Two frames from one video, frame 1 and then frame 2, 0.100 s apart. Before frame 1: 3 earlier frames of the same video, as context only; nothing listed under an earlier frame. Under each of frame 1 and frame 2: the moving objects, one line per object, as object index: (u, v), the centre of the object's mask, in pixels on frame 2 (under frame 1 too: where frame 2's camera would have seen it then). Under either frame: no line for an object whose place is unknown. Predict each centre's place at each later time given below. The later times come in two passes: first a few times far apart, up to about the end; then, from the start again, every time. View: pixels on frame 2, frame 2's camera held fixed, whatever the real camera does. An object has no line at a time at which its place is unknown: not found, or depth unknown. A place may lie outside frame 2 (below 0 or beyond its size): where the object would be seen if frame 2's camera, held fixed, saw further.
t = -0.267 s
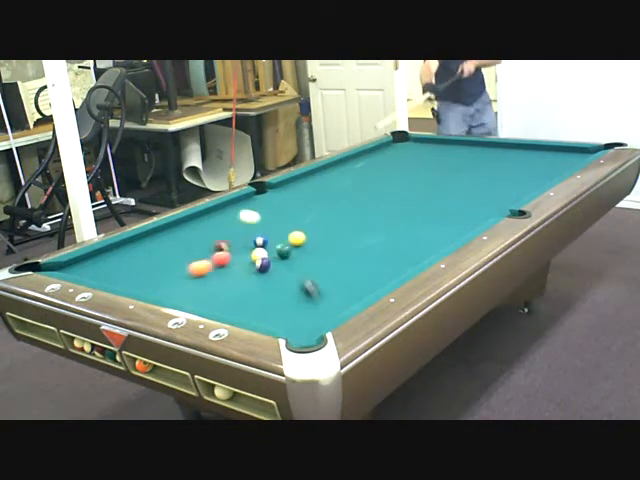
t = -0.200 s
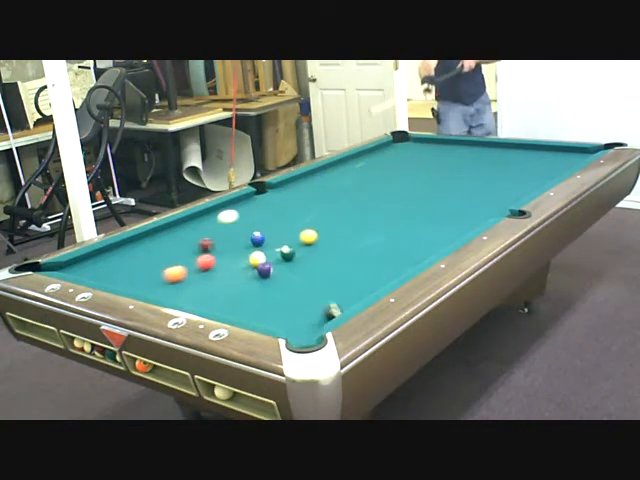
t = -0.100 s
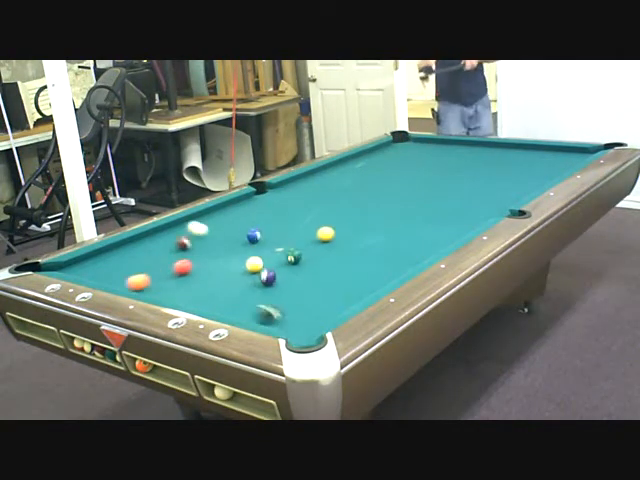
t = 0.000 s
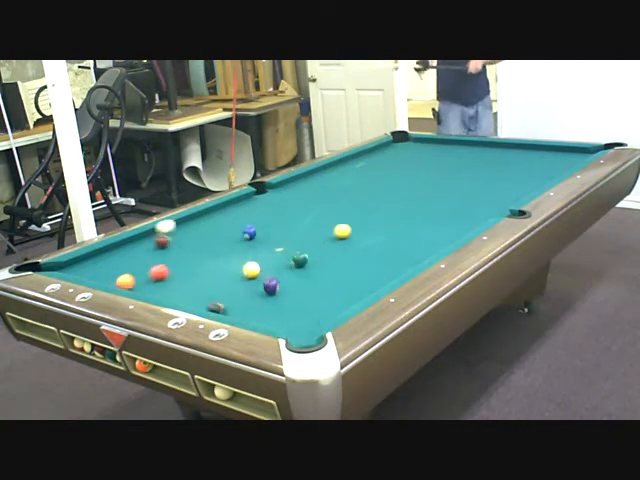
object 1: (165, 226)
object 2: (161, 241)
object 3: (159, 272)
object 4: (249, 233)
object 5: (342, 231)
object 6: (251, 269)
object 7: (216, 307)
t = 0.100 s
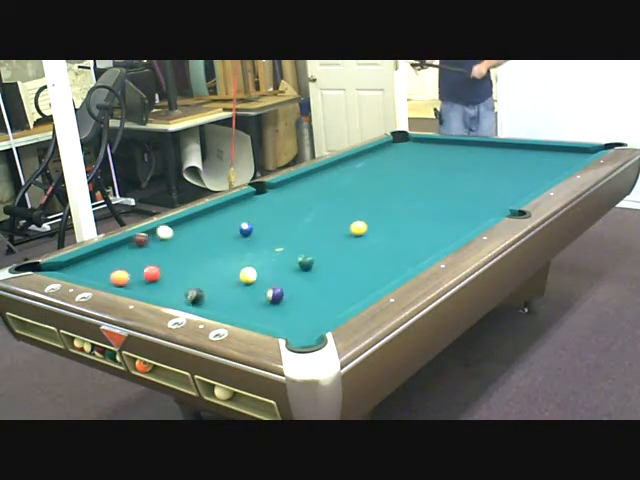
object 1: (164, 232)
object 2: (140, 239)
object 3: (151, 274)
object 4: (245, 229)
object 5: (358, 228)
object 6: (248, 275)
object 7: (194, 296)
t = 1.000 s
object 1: (236, 283)
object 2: (222, 260)
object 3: (151, 252)
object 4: (218, 207)
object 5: (488, 206)
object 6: (249, 308)
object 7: (114, 266)
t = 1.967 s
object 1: (308, 299)
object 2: (331, 283)
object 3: (266, 266)
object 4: (266, 205)
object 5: (508, 186)
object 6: (317, 313)
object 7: (181, 238)
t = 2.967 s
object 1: (317, 300)
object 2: (388, 271)
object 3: (370, 283)
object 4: (300, 203)
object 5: (498, 173)
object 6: (255, 315)
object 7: (273, 225)
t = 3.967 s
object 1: (317, 300)
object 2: (420, 252)
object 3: (345, 288)
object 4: (317, 202)
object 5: (490, 166)
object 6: (255, 305)
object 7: (344, 216)
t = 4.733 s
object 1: (317, 300)
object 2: (434, 245)
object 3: (337, 288)
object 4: (319, 202)
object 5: (485, 163)
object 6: (254, 304)
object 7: (383, 210)
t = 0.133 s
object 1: (168, 234)
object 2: (134, 240)
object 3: (154, 273)
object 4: (244, 228)
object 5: (363, 227)
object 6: (247, 277)
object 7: (188, 291)
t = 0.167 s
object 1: (172, 236)
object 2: (135, 240)
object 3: (155, 273)
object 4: (243, 228)
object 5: (369, 226)
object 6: (246, 278)
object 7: (181, 287)
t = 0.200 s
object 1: (175, 237)
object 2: (137, 240)
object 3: (155, 272)
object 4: (242, 227)
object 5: (374, 225)
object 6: (245, 281)
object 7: (175, 282)
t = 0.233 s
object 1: (178, 240)
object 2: (141, 241)
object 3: (156, 272)
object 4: (241, 226)
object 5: (379, 224)
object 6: (244, 283)
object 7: (169, 279)
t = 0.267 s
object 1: (180, 242)
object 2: (144, 242)
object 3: (154, 271)
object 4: (240, 224)
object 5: (384, 224)
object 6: (242, 284)
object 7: (166, 276)
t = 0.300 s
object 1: (181, 245)
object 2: (148, 243)
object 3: (150, 268)
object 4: (239, 223)
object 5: (389, 223)
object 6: (241, 286)
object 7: (166, 275)
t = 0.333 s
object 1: (182, 248)
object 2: (151, 244)
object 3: (144, 266)
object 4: (237, 223)
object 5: (395, 222)
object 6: (240, 288)
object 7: (167, 275)
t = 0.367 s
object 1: (182, 251)
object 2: (155, 244)
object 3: (139, 263)
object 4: (236, 222)
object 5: (400, 221)
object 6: (239, 290)
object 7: (166, 273)
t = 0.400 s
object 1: (181, 255)
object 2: (158, 245)
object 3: (135, 261)
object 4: (235, 221)
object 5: (405, 220)
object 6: (238, 292)
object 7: (166, 272)
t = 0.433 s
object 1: (179, 259)
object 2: (161, 246)
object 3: (132, 259)
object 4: (234, 220)
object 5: (410, 219)
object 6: (237, 294)
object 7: (166, 271)
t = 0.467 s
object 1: (177, 263)
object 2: (165, 247)
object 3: (128, 257)
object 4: (232, 219)
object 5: (415, 218)
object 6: (236, 296)
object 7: (164, 271)
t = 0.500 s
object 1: (181, 264)
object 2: (168, 247)
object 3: (124, 255)
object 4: (232, 218)
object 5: (419, 217)
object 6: (235, 298)
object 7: (157, 273)
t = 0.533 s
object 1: (187, 264)
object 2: (172, 248)
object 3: (120, 253)
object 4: (230, 217)
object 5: (424, 217)
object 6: (234, 300)
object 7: (147, 276)
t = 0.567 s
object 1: (191, 265)
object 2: (175, 249)
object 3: (117, 251)
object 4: (230, 217)
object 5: (429, 216)
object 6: (232, 302)
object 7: (141, 278)
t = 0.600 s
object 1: (195, 266)
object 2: (179, 250)
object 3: (113, 250)
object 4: (229, 216)
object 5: (434, 215)
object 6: (232, 304)
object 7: (132, 280)
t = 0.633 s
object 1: (198, 267)
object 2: (182, 251)
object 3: (110, 248)
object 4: (228, 215)
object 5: (439, 214)
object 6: (230, 306)
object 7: (125, 282)
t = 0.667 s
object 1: (202, 269)
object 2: (186, 252)
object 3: (112, 247)
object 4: (227, 214)
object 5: (443, 213)
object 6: (229, 308)
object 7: (119, 283)
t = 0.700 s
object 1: (205, 270)
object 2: (190, 253)
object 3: (116, 248)
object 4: (226, 214)
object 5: (448, 213)
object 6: (228, 309)
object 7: (114, 282)
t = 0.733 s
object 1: (208, 271)
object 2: (193, 254)
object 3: (120, 249)
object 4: (225, 213)
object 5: (452, 212)
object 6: (227, 310)
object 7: (114, 281)
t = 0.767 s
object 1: (212, 273)
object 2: (196, 254)
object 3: (124, 249)
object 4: (224, 213)
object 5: (457, 211)
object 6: (228, 311)
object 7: (115, 279)
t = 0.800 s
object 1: (215, 274)
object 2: (199, 255)
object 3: (128, 250)
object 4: (223, 212)
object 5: (461, 210)
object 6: (231, 311)
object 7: (114, 278)
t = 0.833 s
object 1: (219, 276)
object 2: (203, 256)
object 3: (132, 250)
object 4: (222, 211)
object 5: (466, 209)
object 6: (234, 310)
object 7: (114, 276)
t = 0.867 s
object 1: (222, 277)
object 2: (207, 257)
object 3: (136, 250)
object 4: (221, 210)
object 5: (471, 209)
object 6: (238, 310)
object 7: (114, 273)
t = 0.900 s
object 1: (225, 279)
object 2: (211, 258)
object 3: (140, 251)
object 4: (221, 209)
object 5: (475, 208)
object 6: (240, 310)
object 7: (114, 271)
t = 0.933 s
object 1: (229, 280)
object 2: (214, 258)
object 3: (143, 251)
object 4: (220, 208)
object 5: (480, 207)
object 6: (243, 309)
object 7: (114, 270)
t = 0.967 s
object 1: (233, 282)
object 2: (218, 259)
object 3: (148, 252)
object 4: (219, 208)
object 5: (484, 206)
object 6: (246, 309)
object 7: (114, 267)
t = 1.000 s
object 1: (236, 283)
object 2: (222, 260)
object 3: (151, 252)
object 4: (218, 207)
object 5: (488, 206)
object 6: (249, 308)
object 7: (114, 266)
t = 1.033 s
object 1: (240, 285)
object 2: (225, 261)
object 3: (155, 253)
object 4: (220, 207)
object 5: (492, 205)
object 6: (252, 307)
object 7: (114, 264)
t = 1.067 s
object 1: (243, 286)
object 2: (229, 262)
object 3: (159, 253)
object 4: (222, 207)
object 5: (497, 204)
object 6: (255, 306)
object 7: (114, 261)
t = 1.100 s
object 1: (247, 287)
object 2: (232, 263)
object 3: (163, 254)
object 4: (223, 207)
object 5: (500, 203)
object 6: (258, 306)
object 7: (114, 260)
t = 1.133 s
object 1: (250, 289)
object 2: (236, 263)
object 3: (167, 254)
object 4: (225, 206)
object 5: (504, 202)
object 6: (261, 305)
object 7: (114, 259)
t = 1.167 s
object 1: (254, 290)
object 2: (240, 265)
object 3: (171, 255)
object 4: (226, 206)
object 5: (509, 201)
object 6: (264, 304)
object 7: (114, 256)
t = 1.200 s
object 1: (257, 291)
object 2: (243, 266)
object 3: (175, 255)
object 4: (228, 206)
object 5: (512, 200)
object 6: (267, 304)
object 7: (114, 255)
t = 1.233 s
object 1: (261, 292)
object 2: (247, 267)
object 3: (179, 256)
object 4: (231, 206)
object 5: (515, 199)
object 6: (270, 304)
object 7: (114, 253)
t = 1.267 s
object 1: (264, 294)
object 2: (251, 267)
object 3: (183, 256)
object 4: (233, 206)
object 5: (515, 198)
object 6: (273, 303)
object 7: (114, 251)
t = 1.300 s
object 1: (267, 294)
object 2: (255, 268)
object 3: (187, 257)
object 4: (234, 206)
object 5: (515, 198)
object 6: (277, 305)
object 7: (115, 249)
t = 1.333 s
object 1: (269, 295)
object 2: (258, 269)
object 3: (191, 257)
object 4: (236, 206)
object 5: (515, 198)
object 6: (280, 305)
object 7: (114, 248)
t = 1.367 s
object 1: (272, 295)
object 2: (262, 270)
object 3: (195, 258)
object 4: (237, 206)
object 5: (515, 197)
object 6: (283, 305)
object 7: (114, 247)
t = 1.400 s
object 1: (275, 295)
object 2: (265, 271)
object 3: (199, 258)
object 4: (239, 206)
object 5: (514, 196)
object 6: (287, 306)
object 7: (117, 246)
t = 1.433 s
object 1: (277, 295)
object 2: (269, 271)
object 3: (203, 259)
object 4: (241, 206)
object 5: (514, 196)
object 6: (291, 307)
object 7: (121, 246)
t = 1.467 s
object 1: (280, 296)
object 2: (273, 273)
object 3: (207, 259)
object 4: (242, 206)
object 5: (514, 195)
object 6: (295, 308)
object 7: (124, 245)
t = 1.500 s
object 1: (283, 296)
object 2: (277, 274)
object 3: (211, 260)
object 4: (244, 206)
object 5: (513, 195)
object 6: (299, 309)
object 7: (128, 244)
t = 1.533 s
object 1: (285, 296)
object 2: (281, 274)
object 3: (215, 260)
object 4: (246, 206)
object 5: (513, 194)
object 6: (303, 309)
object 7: (132, 243)
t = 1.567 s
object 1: (288, 296)
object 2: (284, 275)
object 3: (218, 260)
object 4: (248, 205)
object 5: (513, 193)
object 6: (306, 310)
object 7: (136, 243)
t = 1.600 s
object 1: (290, 296)
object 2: (288, 276)
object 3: (222, 261)
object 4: (249, 206)
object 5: (512, 193)
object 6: (310, 311)
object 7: (139, 243)
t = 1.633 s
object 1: (292, 297)
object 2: (292, 277)
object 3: (226, 262)
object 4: (251, 206)
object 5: (512, 192)
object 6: (314, 312)
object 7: (144, 242)
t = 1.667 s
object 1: (294, 297)
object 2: (296, 278)
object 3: (231, 262)
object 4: (253, 206)
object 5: (511, 191)
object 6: (318, 313)
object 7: (148, 242)
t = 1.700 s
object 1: (297, 297)
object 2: (300, 279)
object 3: (234, 262)
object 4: (254, 206)
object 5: (511, 191)
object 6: (322, 313)
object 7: (152, 241)
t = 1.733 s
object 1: (299, 297)
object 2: (303, 280)
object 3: (238, 263)
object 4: (256, 206)
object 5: (511, 190)
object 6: (325, 314)
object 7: (155, 240)
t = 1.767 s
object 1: (301, 297)
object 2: (307, 280)
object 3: (242, 264)
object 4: (257, 206)
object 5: (511, 189)
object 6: (329, 314)
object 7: (159, 239)
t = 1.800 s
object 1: (303, 297)
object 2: (311, 282)
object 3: (247, 264)
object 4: (258, 205)
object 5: (510, 189)
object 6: (329, 314)
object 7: (162, 239)
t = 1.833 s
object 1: (305, 297)
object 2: (314, 281)
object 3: (250, 265)
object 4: (260, 205)
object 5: (510, 188)
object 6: (327, 314)
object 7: (167, 238)
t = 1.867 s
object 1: (307, 297)
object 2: (319, 280)
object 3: (254, 265)
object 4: (261, 205)
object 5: (510, 188)
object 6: (324, 314)
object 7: (171, 238)
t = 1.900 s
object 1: (308, 298)
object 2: (324, 281)
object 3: (258, 265)
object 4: (263, 205)
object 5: (509, 187)
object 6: (322, 314)
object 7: (174, 238)
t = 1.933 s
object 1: (308, 298)
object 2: (328, 282)
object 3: (263, 266)
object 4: (265, 205)
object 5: (509, 187)
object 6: (319, 313)
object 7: (177, 238)
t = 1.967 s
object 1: (308, 299)
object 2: (331, 283)
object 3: (266, 266)
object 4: (266, 205)
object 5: (508, 186)
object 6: (317, 313)
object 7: (181, 238)
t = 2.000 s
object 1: (308, 299)
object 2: (335, 283)
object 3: (270, 266)
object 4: (268, 205)
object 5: (508, 185)
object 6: (315, 313)
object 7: (185, 237)
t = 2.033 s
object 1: (308, 300)
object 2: (338, 284)
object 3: (274, 267)
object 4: (269, 204)
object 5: (508, 185)
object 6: (312, 312)
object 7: (188, 237)
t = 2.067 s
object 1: (309, 299)
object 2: (341, 284)
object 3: (278, 268)
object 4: (271, 205)
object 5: (507, 184)
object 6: (309, 312)
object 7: (191, 236)
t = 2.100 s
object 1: (310, 300)
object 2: (345, 283)
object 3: (282, 268)
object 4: (272, 205)
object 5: (507, 184)
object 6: (306, 312)
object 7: (194, 235)
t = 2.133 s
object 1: (311, 301)
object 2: (349, 283)
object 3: (286, 269)
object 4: (273, 205)
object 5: (507, 183)
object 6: (303, 312)
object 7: (198, 234)
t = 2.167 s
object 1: (312, 301)
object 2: (353, 283)
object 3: (290, 269)
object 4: (274, 205)
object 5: (506, 183)
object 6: (300, 313)
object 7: (202, 234)
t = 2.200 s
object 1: (312, 301)
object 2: (357, 283)
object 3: (294, 270)
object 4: (275, 205)
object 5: (506, 182)
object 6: (297, 313)
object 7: (205, 234)
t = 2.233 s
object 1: (312, 302)
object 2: (361, 283)
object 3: (298, 270)
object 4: (277, 205)
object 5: (505, 182)
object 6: (294, 313)
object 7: (208, 234)
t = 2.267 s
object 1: (313, 302)
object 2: (364, 283)
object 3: (302, 271)
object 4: (278, 205)
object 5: (505, 182)
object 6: (292, 314)
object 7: (212, 234)
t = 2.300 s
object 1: (313, 302)
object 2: (367, 282)
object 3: (306, 271)
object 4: (279, 204)
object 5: (505, 181)
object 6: (289, 314)
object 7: (214, 233)
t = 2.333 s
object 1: (314, 301)
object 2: (371, 282)
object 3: (310, 271)
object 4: (280, 204)
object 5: (504, 181)
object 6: (286, 315)
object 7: (218, 232)
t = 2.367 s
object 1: (314, 301)
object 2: (374, 282)
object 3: (314, 272)
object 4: (281, 204)
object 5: (504, 180)
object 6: (283, 316)
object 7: (221, 232)
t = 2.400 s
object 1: (314, 301)
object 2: (377, 281)
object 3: (318, 272)
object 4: (283, 204)
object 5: (504, 180)
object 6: (280, 316)
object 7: (224, 232)
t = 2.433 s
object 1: (315, 301)
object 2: (381, 280)
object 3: (322, 273)
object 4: (284, 204)
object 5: (503, 179)
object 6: (277, 317)
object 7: (228, 231)
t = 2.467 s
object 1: (315, 301)
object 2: (384, 279)
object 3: (326, 273)
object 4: (285, 204)
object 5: (503, 179)
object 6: (274, 317)
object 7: (231, 231)
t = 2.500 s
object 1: (316, 300)
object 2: (386, 279)
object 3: (330, 274)
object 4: (287, 204)
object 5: (503, 178)
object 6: (272, 317)
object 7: (233, 230)
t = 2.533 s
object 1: (316, 300)
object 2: (385, 279)
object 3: (334, 275)
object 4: (288, 204)
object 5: (502, 178)
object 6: (269, 317)
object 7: (236, 230)
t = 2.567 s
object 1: (316, 301)
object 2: (385, 279)
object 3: (338, 275)
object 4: (289, 204)
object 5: (502, 178)
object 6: (266, 318)
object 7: (239, 229)
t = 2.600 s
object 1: (317, 300)
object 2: (384, 278)
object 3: (342, 276)
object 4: (290, 204)
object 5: (502, 177)
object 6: (264, 318)
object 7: (242, 229)
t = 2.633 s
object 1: (317, 301)
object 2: (384, 278)
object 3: (346, 276)
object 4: (291, 205)
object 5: (501, 177)
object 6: (261, 318)
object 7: (246, 229)
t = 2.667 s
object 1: (317, 300)
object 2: (383, 278)
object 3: (350, 276)
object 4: (292, 204)
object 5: (501, 176)
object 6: (259, 318)
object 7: (249, 228)
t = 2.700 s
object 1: (317, 300)
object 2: (382, 277)
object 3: (354, 277)
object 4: (293, 204)
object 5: (501, 176)
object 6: (257, 318)
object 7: (252, 228)
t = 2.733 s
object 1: (317, 300)
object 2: (381, 277)
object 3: (358, 277)
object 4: (294, 204)
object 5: (501, 175)
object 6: (255, 318)
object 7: (254, 228)
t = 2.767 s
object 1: (317, 300)
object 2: (380, 276)
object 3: (361, 278)
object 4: (295, 204)
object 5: (500, 175)
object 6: (255, 318)
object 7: (257, 227)
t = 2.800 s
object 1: (317, 300)
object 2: (382, 275)
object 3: (364, 279)
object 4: (296, 204)
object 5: (500, 175)
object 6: (255, 317)
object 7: (259, 227)
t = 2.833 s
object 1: (317, 300)
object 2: (383, 274)
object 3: (365, 279)
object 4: (297, 204)
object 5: (499, 174)
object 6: (255, 317)
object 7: (263, 226)
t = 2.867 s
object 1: (317, 300)
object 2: (384, 274)
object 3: (366, 280)
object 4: (298, 204)
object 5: (499, 174)
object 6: (255, 316)
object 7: (266, 226)
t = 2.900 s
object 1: (317, 300)
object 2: (386, 273)
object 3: (367, 281)
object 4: (299, 204)
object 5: (499, 174)
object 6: (255, 316)
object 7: (268, 226)
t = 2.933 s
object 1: (317, 300)
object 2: (387, 272)
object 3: (369, 282)
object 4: (299, 203)
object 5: (498, 173)
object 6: (255, 316)
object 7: (271, 226)
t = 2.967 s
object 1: (317, 300)
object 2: (388, 271)
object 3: (370, 283)
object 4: (300, 203)
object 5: (498, 173)
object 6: (255, 315)
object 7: (273, 225)
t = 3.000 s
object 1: (317, 300)
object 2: (390, 270)
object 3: (371, 283)
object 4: (301, 203)
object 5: (498, 173)
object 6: (256, 314)
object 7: (276, 225)
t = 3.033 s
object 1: (317, 300)
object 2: (391, 269)
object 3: (372, 284)
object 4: (302, 203)
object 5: (498, 172)
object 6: (256, 314)
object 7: (278, 224)
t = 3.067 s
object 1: (317, 300)
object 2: (393, 268)
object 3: (373, 284)
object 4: (303, 203)
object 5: (497, 172)
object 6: (256, 314)
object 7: (281, 224)
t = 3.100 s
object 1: (317, 300)
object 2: (394, 268)
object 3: (374, 284)
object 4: (304, 203)
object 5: (497, 171)
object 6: (256, 313)
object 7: (284, 224)
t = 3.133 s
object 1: (317, 300)
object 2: (395, 267)
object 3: (375, 285)
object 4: (305, 203)
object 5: (497, 171)
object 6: (256, 313)
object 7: (287, 223)
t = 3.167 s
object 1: (317, 300)
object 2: (396, 266)
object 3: (376, 285)
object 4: (305, 203)
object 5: (496, 171)
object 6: (256, 312)
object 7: (289, 223)
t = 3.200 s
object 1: (317, 300)
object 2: (397, 266)
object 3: (375, 285)
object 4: (306, 203)
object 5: (496, 171)
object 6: (256, 312)
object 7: (292, 223)
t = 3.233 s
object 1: (317, 300)
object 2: (399, 265)
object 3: (373, 286)
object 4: (307, 203)
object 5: (496, 171)
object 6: (256, 312)
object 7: (295, 223)
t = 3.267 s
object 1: (317, 300)
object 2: (400, 265)
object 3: (372, 286)
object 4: (307, 203)
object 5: (496, 170)
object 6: (256, 311)
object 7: (297, 222)
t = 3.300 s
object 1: (317, 300)
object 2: (401, 264)
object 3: (370, 286)
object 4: (308, 203)
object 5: (495, 170)
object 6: (256, 311)
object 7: (299, 222)
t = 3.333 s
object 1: (317, 300)
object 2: (402, 263)
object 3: (369, 287)
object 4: (309, 203)
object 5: (495, 170)
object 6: (256, 311)
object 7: (302, 221)
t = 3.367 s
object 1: (317, 300)
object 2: (403, 263)
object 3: (368, 287)
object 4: (310, 203)
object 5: (495, 169)
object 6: (256, 310)
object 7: (304, 221)
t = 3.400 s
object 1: (317, 300)
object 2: (404, 262)
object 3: (366, 287)
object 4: (310, 203)
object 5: (494, 169)
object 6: (256, 310)
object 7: (307, 220)
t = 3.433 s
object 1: (317, 300)
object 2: (405, 261)
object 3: (364, 288)
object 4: (311, 203)
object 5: (494, 169)
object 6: (256, 309)
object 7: (310, 220)
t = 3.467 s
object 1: (317, 300)
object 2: (407, 260)
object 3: (363, 288)
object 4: (311, 203)
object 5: (494, 169)
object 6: (256, 309)
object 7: (312, 220)
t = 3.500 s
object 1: (317, 300)
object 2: (407, 260)
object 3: (362, 288)
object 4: (312, 203)
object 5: (494, 168)
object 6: (256, 309)
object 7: (314, 220)
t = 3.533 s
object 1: (317, 300)
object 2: (409, 259)
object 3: (361, 288)
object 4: (313, 203)
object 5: (493, 168)
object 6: (256, 308)
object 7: (316, 220)
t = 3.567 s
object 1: (317, 300)
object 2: (410, 259)
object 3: (359, 288)
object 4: (313, 203)
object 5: (493, 168)
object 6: (256, 308)
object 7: (318, 219)
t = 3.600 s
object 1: (317, 300)
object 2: (410, 258)
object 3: (358, 288)
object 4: (313, 203)
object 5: (493, 168)
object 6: (256, 308)
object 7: (321, 219)
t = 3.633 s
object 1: (317, 300)
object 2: (412, 257)
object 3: (357, 288)
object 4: (314, 203)
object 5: (493, 167)
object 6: (256, 308)
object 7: (323, 218)
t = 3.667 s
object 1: (317, 300)
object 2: (412, 257)
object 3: (355, 288)
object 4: (314, 203)
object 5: (492, 167)
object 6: (255, 307)
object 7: (325, 218)
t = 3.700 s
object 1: (317, 300)
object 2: (413, 257)
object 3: (354, 288)
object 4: (315, 202)
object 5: (492, 167)
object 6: (255, 307)
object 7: (327, 218)
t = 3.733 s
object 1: (317, 300)
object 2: (414, 256)
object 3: (353, 288)
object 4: (315, 202)
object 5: (492, 167)
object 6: (255, 307)
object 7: (329, 217)
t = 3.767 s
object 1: (317, 300)
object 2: (415, 256)
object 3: (352, 288)
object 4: (315, 202)
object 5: (492, 167)
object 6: (255, 307)
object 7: (332, 217)
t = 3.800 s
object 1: (317, 300)
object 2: (416, 255)
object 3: (350, 288)
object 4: (316, 202)
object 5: (491, 167)
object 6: (255, 306)
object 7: (334, 217)
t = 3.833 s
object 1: (317, 300)
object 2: (416, 254)
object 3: (349, 288)
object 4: (316, 202)
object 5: (491, 166)
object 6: (255, 306)
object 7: (335, 217)
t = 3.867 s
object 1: (317, 300)
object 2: (417, 254)
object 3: (348, 288)
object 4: (316, 202)
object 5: (491, 166)
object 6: (255, 306)
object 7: (338, 217)
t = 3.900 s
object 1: (317, 300)
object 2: (418, 253)
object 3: (347, 288)
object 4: (316, 202)
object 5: (491, 166)
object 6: (255, 305)
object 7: (340, 216)
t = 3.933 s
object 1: (317, 300)
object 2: (419, 253)
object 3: (346, 288)
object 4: (317, 202)
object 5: (490, 166)
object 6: (255, 305)
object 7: (342, 216)
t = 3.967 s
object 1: (317, 300)
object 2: (420, 252)
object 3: (345, 288)
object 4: (317, 202)
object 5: (490, 166)
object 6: (255, 305)
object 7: (344, 216)
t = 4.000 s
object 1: (317, 300)
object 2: (420, 252)
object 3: (344, 288)
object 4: (318, 202)
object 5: (490, 166)
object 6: (255, 305)
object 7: (346, 215)
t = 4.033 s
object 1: (317, 300)
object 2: (421, 252)
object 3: (343, 288)
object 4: (318, 202)
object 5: (489, 166)
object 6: (254, 305)
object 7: (348, 215)
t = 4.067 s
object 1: (317, 300)
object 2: (422, 251)
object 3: (342, 289)
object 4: (318, 202)
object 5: (489, 165)
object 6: (254, 305)
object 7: (350, 215)
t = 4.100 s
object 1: (317, 300)
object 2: (423, 251)
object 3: (341, 289)
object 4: (318, 202)
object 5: (489, 165)
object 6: (254, 305)
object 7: (352, 215)
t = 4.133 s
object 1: (317, 300)
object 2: (424, 251)
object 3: (341, 288)
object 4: (318, 202)
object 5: (489, 165)
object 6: (254, 305)
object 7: (354, 214)
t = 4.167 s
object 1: (317, 300)
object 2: (424, 250)
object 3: (340, 288)
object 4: (319, 202)
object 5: (489, 165)
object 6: (254, 305)
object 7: (356, 214)
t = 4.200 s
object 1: (317, 300)
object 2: (425, 250)
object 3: (339, 288)
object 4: (319, 202)
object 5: (488, 165)
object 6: (254, 304)
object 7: (357, 214)
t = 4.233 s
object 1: (317, 300)
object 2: (425, 250)
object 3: (338, 288)
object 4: (319, 202)
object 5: (488, 165)
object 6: (254, 304)
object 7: (359, 214)
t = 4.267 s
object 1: (317, 300)
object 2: (426, 249)
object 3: (338, 288)
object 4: (319, 202)
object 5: (488, 165)
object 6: (254, 304)
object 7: (361, 214)
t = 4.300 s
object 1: (317, 300)
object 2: (427, 249)
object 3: (338, 288)
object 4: (319, 202)
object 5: (488, 165)
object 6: (254, 304)
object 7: (363, 213)
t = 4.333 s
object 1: (317, 300)
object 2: (427, 249)
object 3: (338, 288)
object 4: (319, 202)
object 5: (487, 164)
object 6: (254, 304)
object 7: (364, 213)
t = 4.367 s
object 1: (317, 300)
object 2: (428, 249)
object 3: (338, 288)
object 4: (319, 202)
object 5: (487, 164)
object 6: (254, 304)
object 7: (366, 213)
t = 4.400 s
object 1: (317, 300)
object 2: (429, 248)
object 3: (338, 288)
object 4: (319, 202)
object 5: (487, 164)
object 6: (254, 304)
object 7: (368, 213)
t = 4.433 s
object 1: (317, 300)
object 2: (429, 248)
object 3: (338, 288)
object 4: (319, 202)
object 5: (487, 164)
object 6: (254, 304)
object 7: (369, 213)
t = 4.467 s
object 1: (317, 300)
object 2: (430, 247)
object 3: (338, 288)
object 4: (319, 202)
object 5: (487, 164)
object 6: (254, 304)
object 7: (371, 212)
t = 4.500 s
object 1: (317, 300)
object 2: (431, 247)
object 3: (338, 288)
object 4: (319, 202)
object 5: (487, 164)
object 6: (254, 304)
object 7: (373, 212)
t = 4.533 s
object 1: (317, 300)
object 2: (431, 247)
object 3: (338, 288)
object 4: (319, 202)
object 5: (486, 164)
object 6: (254, 304)
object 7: (374, 212)
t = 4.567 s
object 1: (317, 300)
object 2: (432, 247)
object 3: (338, 288)
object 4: (319, 202)
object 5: (486, 164)
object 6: (254, 304)
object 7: (376, 211)
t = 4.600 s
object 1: (317, 300)
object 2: (432, 246)
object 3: (338, 288)
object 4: (319, 202)
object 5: (486, 164)
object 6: (254, 304)
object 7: (377, 212)
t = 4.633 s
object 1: (317, 300)
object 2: (433, 246)
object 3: (337, 288)
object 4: (319, 202)
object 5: (486, 164)
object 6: (254, 304)
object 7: (379, 211)
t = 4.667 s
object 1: (317, 300)
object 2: (434, 245)
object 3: (337, 288)
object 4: (319, 202)
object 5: (486, 164)
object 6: (254, 304)
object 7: (380, 211)
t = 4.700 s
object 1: (317, 300)
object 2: (434, 245)
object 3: (337, 288)
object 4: (319, 202)
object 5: (485, 164)
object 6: (254, 304)
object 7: (382, 211)
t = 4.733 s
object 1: (317, 300)
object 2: (434, 245)
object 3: (337, 288)
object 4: (319, 202)
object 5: (485, 163)
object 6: (254, 304)
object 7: (383, 210)
